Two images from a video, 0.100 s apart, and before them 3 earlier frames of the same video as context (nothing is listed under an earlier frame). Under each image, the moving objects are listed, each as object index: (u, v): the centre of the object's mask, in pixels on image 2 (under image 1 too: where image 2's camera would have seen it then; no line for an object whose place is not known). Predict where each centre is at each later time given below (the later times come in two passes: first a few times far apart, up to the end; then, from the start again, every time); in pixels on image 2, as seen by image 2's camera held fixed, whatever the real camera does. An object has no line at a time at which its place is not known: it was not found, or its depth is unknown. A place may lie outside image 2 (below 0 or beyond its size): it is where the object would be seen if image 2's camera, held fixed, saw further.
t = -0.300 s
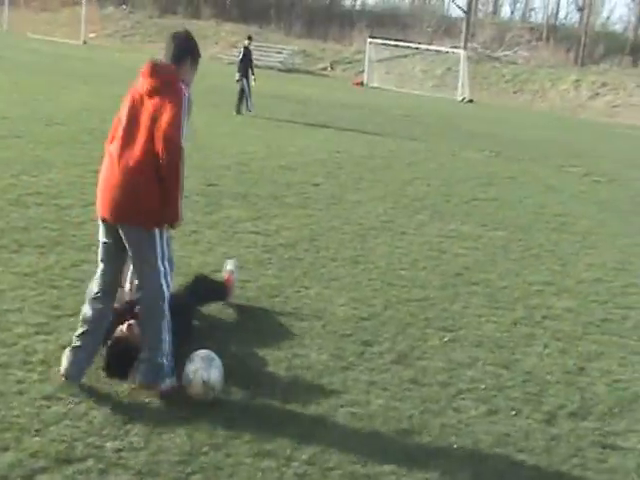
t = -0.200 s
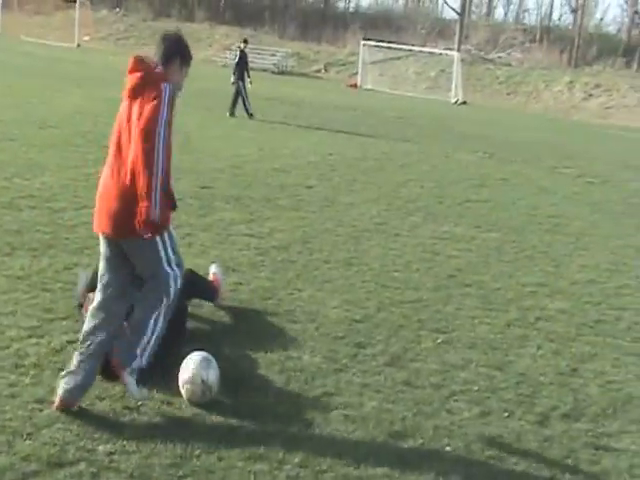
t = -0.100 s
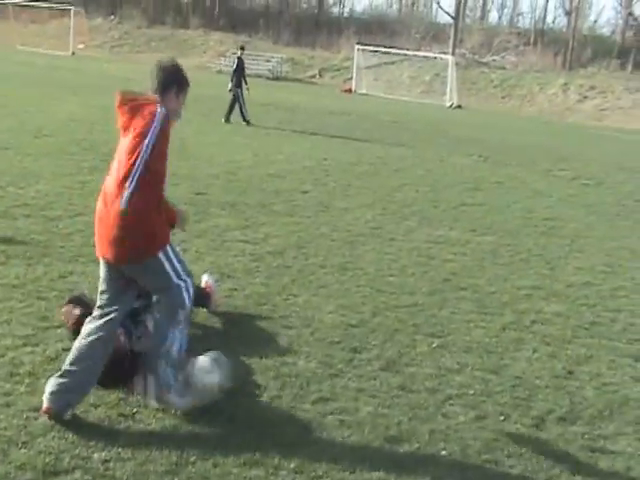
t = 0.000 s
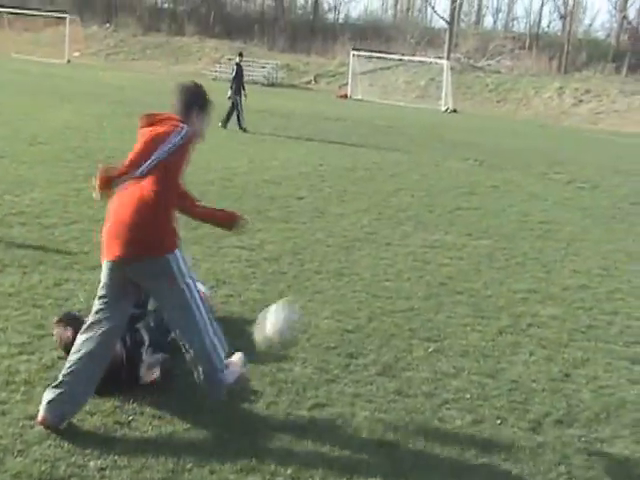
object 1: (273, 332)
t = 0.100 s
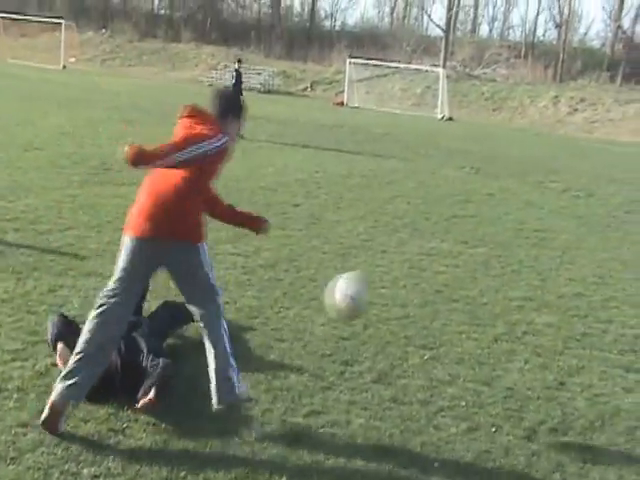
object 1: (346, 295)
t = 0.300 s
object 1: (476, 287)
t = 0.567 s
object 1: (602, 354)
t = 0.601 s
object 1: (612, 345)
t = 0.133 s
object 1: (372, 288)
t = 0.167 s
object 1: (393, 284)
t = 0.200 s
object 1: (414, 281)
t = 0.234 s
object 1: (436, 281)
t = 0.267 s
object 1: (456, 283)
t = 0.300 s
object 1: (476, 287)
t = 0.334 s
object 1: (496, 293)
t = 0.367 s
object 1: (514, 300)
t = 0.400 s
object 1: (531, 311)
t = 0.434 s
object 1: (547, 324)
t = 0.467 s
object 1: (561, 338)
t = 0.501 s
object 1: (577, 354)
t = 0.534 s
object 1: (588, 363)
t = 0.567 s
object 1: (602, 354)
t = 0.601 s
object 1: (612, 345)
